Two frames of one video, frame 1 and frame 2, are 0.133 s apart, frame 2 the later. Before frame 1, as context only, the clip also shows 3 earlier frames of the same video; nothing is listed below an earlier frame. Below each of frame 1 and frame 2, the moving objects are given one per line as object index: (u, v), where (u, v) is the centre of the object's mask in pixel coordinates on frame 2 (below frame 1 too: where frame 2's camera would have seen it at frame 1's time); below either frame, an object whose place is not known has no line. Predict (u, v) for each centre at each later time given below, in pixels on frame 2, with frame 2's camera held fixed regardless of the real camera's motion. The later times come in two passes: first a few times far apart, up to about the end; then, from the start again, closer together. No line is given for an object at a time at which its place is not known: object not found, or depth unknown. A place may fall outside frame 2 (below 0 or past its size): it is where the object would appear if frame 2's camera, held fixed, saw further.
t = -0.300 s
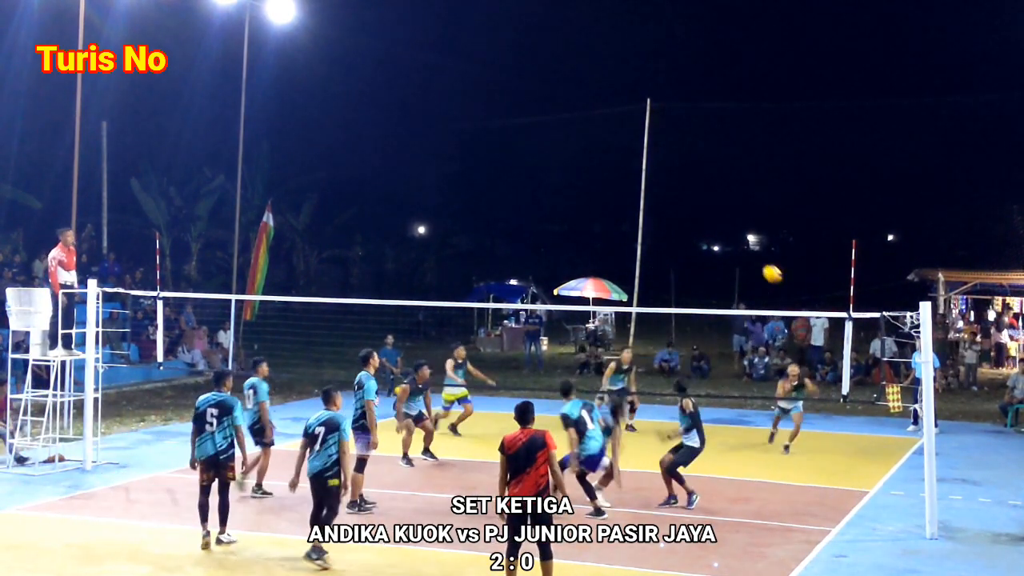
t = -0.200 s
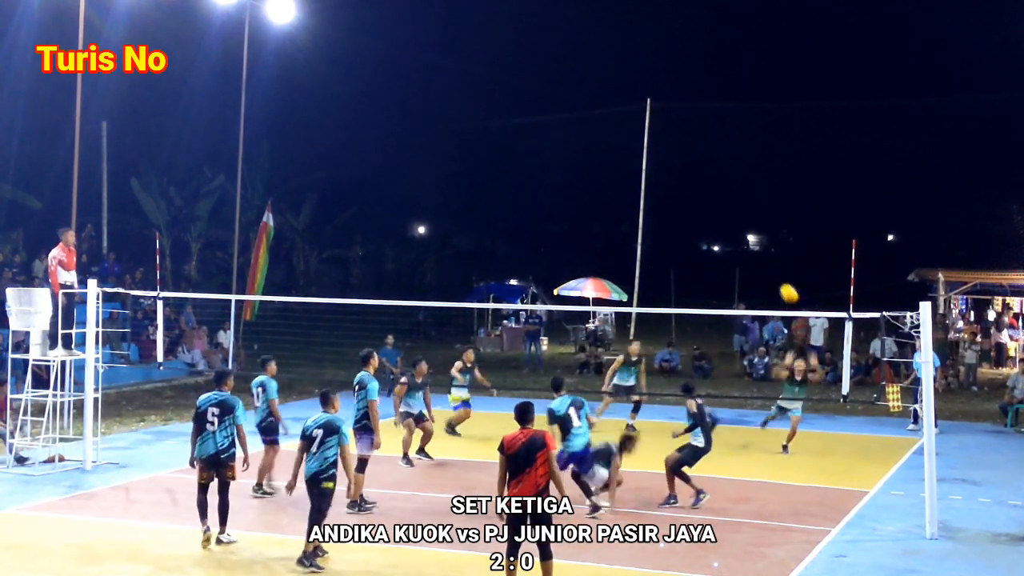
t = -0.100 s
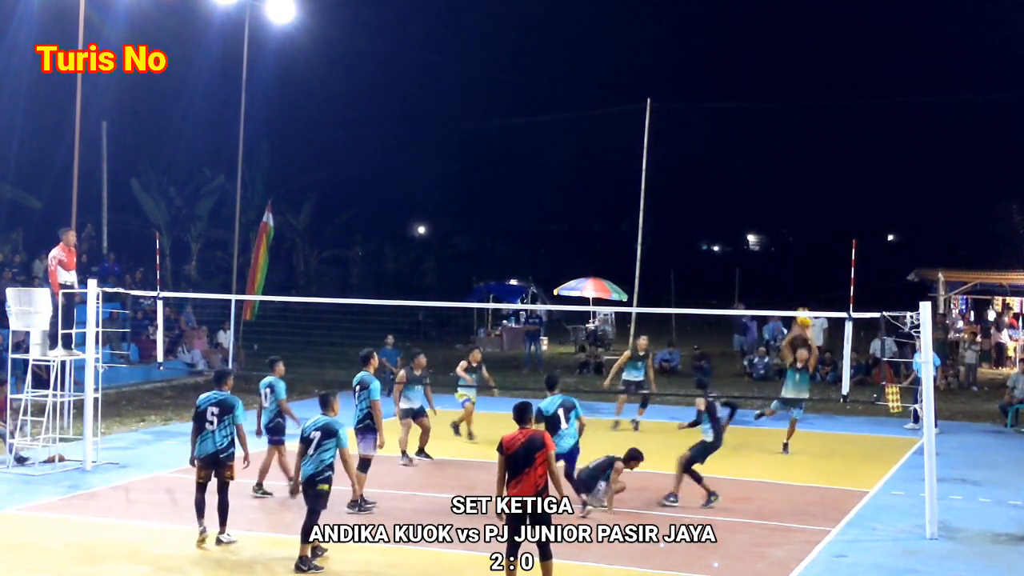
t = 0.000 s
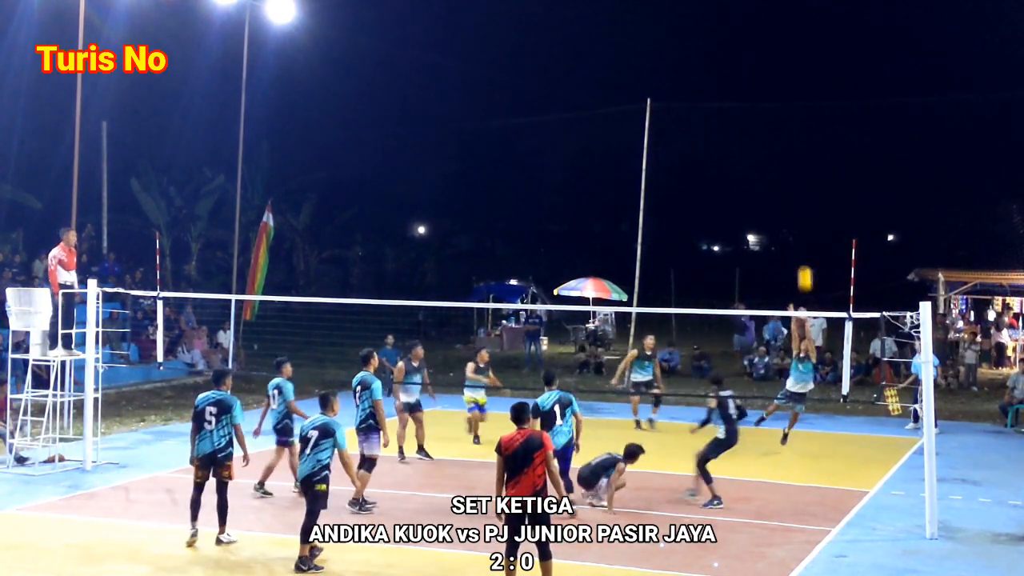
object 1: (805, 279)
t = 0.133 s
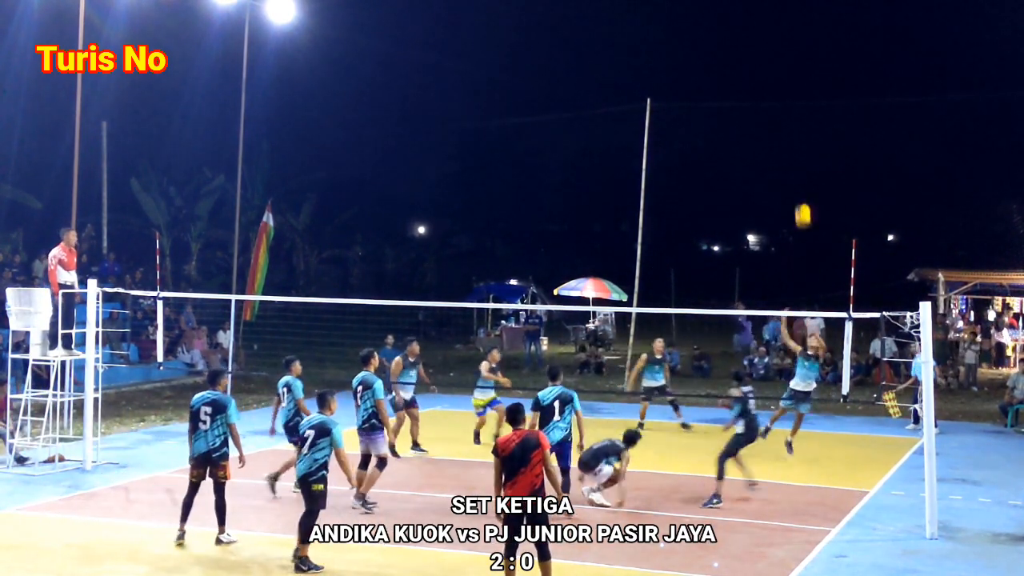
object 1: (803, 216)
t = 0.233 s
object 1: (801, 176)
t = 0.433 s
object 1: (797, 114)
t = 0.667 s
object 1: (791, 76)
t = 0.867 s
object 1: (785, 74)
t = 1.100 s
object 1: (776, 111)
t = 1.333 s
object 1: (765, 192)
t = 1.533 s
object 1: (754, 295)
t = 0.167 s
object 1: (802, 202)
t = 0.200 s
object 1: (801, 188)
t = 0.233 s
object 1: (801, 176)
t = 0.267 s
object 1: (801, 164)
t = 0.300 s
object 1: (800, 152)
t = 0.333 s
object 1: (799, 142)
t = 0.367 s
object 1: (798, 132)
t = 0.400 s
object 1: (798, 122)
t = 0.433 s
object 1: (797, 114)
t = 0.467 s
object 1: (796, 107)
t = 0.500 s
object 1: (796, 100)
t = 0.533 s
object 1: (795, 93)
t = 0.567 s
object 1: (794, 88)
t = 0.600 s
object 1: (793, 83)
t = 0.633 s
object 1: (792, 79)
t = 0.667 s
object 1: (791, 76)
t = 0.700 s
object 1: (790, 74)
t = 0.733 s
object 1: (789, 72)
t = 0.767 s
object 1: (788, 71)
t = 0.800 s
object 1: (787, 71)
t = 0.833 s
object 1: (786, 72)
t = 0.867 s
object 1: (785, 74)
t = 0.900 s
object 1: (784, 77)
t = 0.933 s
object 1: (783, 80)
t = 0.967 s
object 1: (782, 84)
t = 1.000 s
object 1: (780, 89)
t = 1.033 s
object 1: (779, 96)
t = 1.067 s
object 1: (778, 103)
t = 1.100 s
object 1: (776, 111)
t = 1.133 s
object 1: (775, 120)
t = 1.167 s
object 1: (773, 129)
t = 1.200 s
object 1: (772, 139)
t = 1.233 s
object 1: (770, 151)
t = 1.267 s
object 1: (769, 164)
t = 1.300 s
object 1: (767, 178)
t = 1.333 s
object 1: (765, 192)
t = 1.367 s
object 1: (763, 207)
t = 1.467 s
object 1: (758, 258)
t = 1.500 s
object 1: (756, 276)
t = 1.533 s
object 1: (754, 295)
